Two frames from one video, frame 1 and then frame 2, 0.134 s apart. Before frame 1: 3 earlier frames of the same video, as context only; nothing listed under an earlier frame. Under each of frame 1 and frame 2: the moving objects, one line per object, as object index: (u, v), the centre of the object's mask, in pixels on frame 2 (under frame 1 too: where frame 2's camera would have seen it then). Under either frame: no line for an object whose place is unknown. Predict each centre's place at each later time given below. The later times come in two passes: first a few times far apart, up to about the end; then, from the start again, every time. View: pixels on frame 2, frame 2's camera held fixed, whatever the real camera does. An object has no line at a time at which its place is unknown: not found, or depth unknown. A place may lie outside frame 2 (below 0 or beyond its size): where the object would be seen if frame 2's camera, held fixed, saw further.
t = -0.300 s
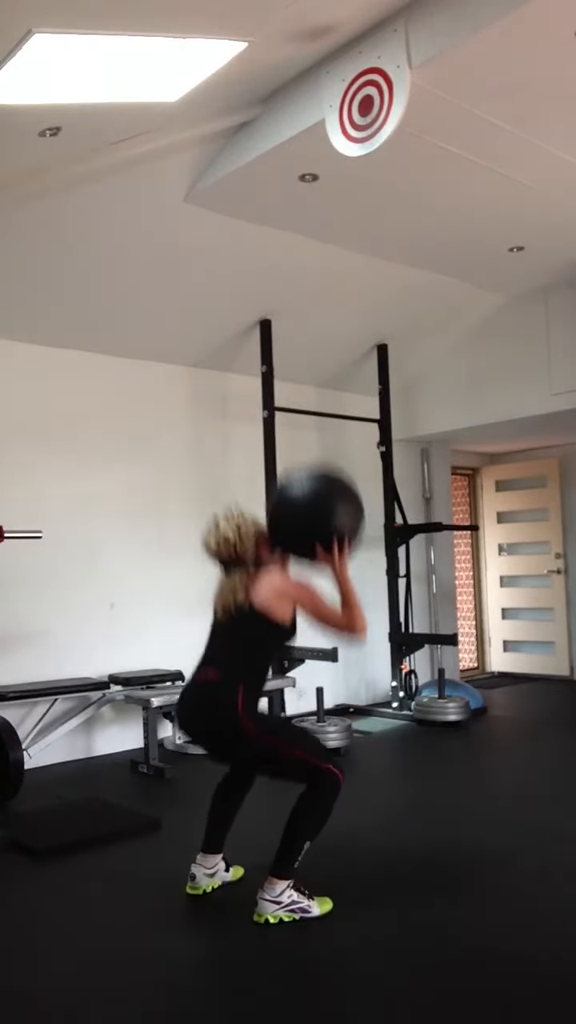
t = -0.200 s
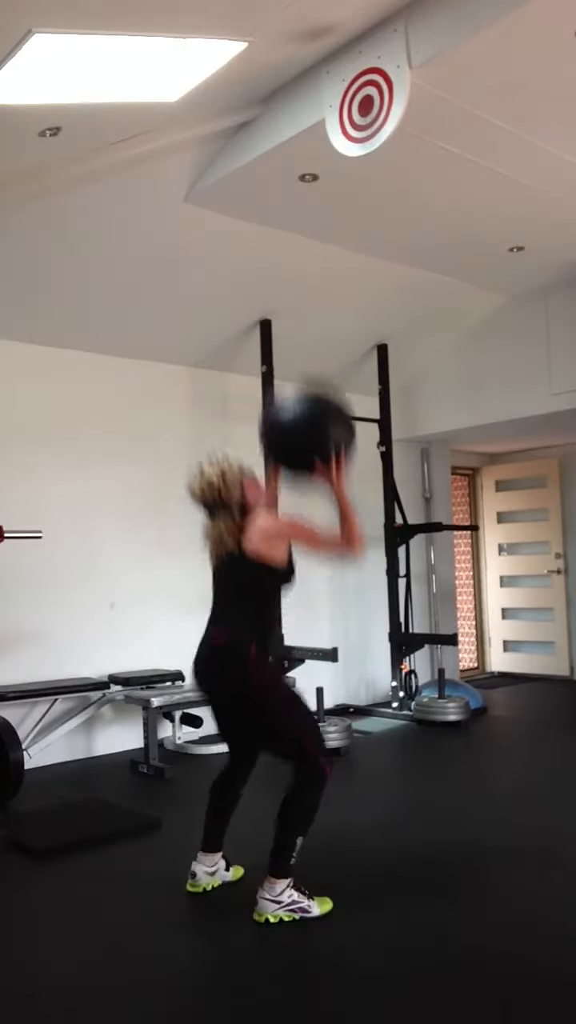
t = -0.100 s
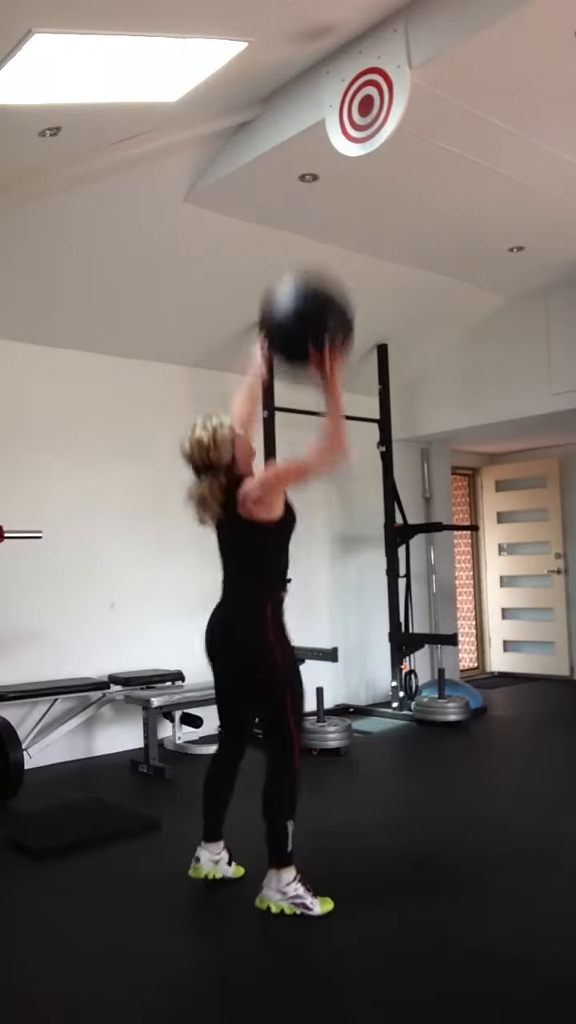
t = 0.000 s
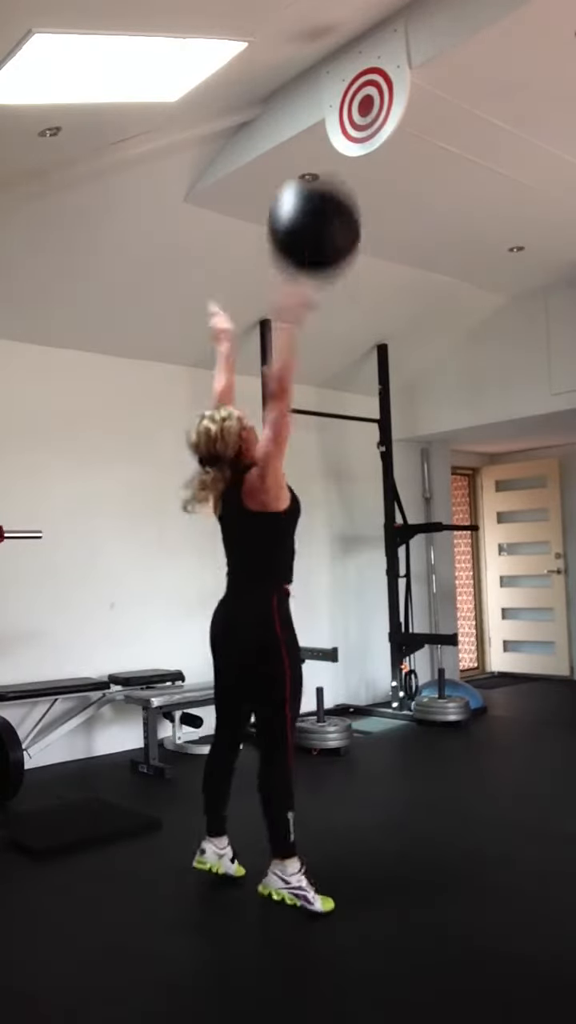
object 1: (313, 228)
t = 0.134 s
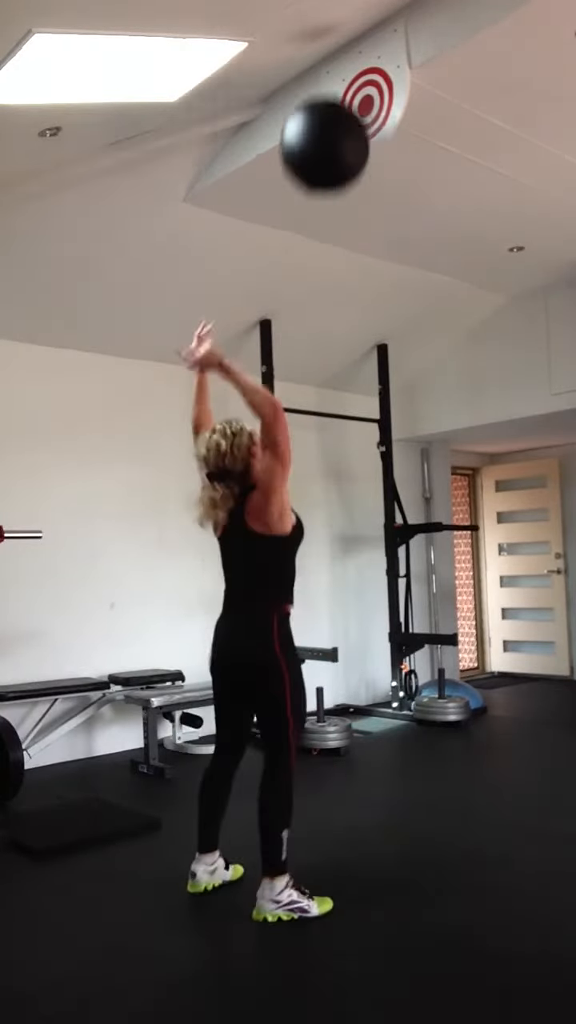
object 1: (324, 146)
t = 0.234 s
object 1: (335, 114)
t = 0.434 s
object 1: (322, 111)
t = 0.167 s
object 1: (327, 133)
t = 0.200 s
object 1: (331, 122)
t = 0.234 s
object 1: (335, 114)
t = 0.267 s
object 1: (338, 109)
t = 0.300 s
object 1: (338, 106)
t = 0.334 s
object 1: (337, 105)
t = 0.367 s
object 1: (330, 103)
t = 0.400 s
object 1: (326, 106)
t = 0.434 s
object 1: (322, 111)
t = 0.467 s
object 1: (316, 118)
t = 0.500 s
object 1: (313, 129)
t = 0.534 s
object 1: (309, 142)
